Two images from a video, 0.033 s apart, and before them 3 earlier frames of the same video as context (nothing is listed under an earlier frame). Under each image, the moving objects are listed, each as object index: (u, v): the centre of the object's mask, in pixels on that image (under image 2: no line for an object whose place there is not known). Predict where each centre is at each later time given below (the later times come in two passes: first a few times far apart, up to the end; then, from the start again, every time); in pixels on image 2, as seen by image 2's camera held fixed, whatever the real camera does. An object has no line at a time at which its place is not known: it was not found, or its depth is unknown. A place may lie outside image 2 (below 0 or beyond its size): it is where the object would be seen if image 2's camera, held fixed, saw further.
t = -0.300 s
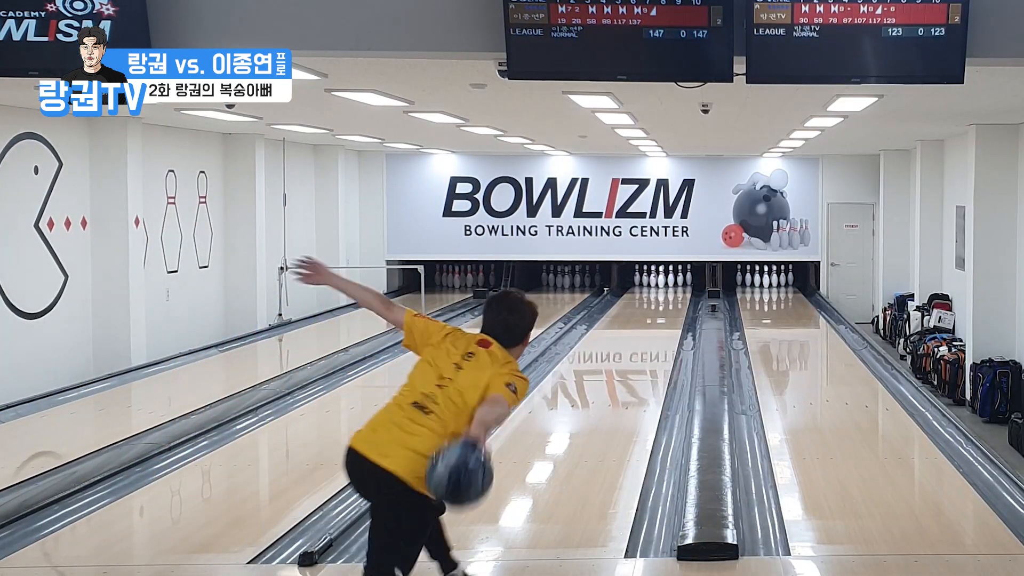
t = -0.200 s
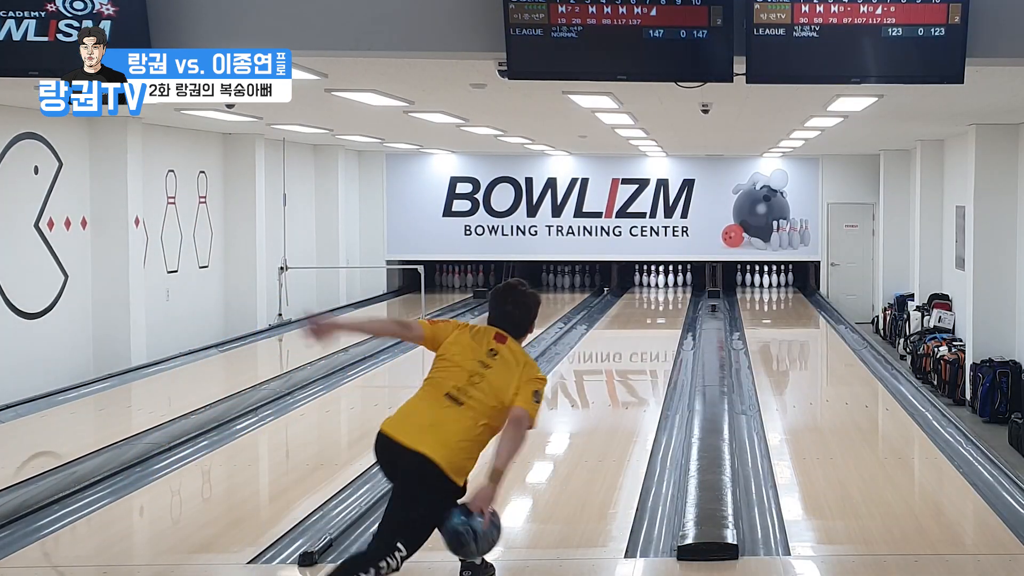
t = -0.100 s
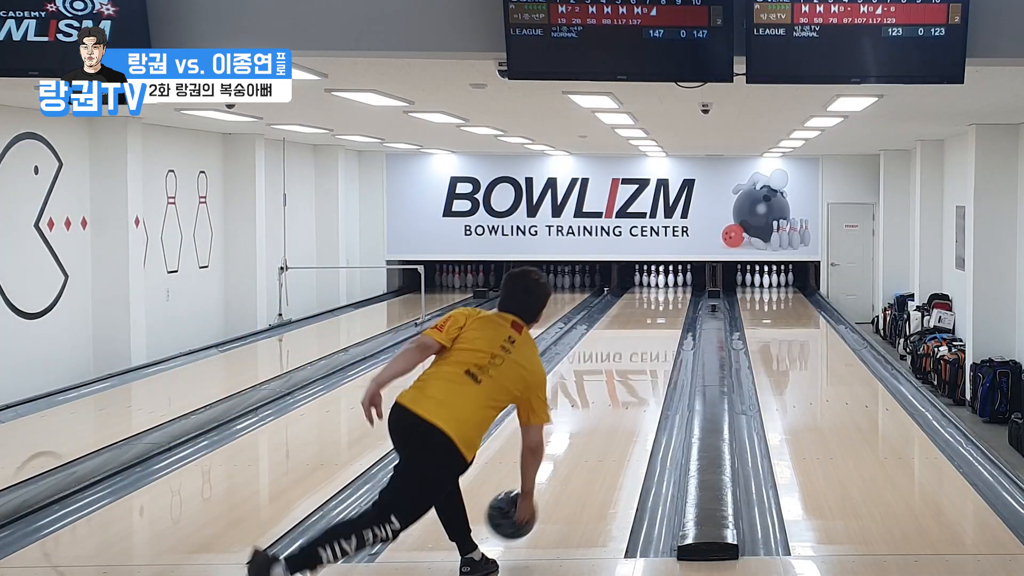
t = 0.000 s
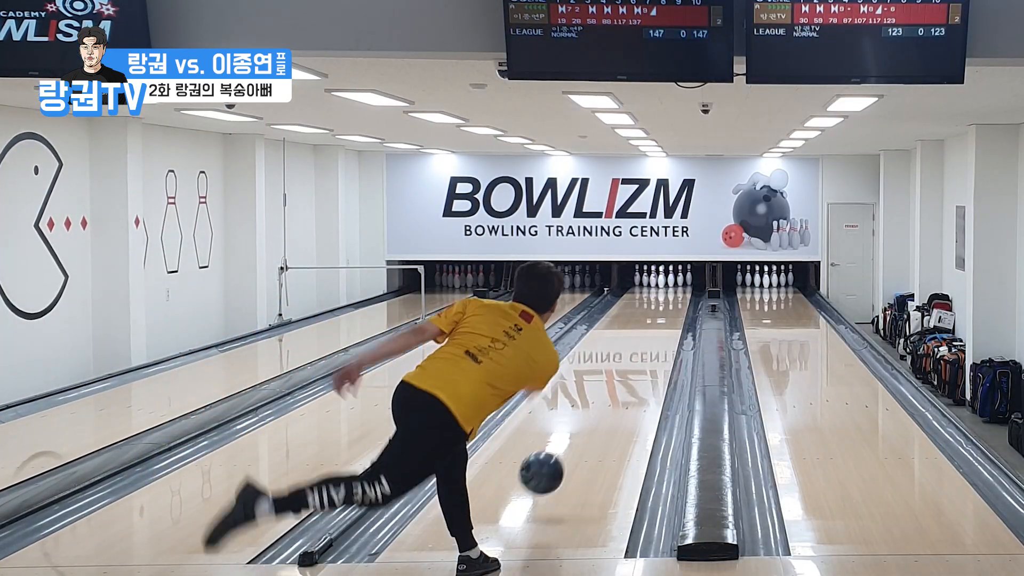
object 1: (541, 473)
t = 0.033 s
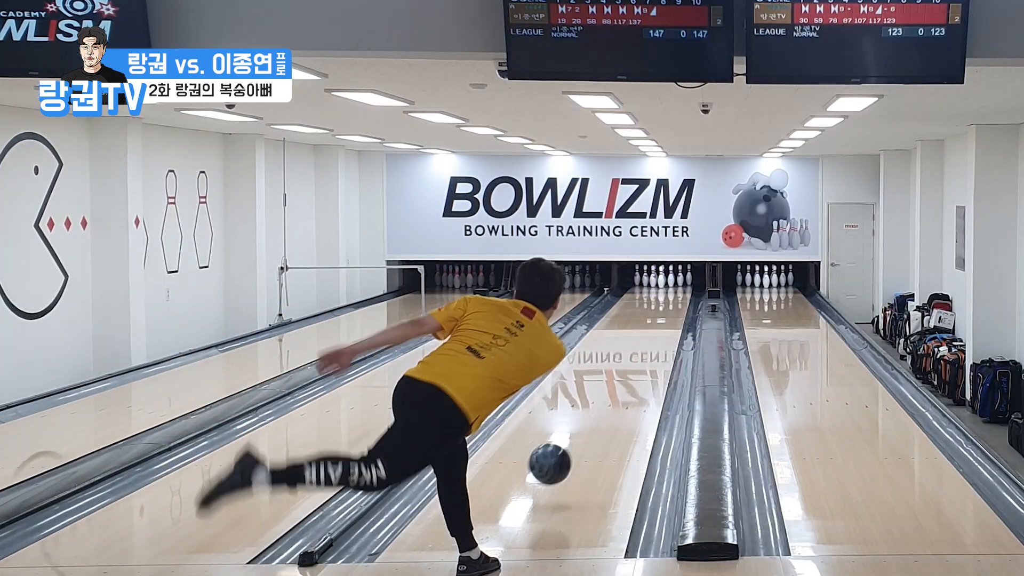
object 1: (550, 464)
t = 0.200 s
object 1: (582, 438)
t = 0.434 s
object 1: (614, 394)
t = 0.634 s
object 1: (632, 368)
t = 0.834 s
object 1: (645, 347)
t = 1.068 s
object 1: (657, 329)
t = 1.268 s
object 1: (664, 318)
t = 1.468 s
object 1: (669, 308)
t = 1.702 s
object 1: (672, 297)
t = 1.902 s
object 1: (673, 291)
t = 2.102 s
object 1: (670, 286)
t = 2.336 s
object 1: (668, 281)
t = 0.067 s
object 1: (557, 457)
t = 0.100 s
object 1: (565, 454)
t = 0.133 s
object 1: (571, 453)
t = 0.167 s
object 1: (577, 446)
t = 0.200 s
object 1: (582, 438)
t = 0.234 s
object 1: (588, 431)
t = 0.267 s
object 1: (593, 424)
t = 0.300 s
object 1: (598, 418)
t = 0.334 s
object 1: (602, 411)
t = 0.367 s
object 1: (606, 405)
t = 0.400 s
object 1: (610, 400)
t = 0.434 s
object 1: (614, 394)
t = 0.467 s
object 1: (617, 390)
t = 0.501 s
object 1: (620, 385)
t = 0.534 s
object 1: (623, 380)
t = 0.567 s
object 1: (626, 376)
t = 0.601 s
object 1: (629, 372)
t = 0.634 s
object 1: (632, 368)
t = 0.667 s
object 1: (634, 364)
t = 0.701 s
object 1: (637, 360)
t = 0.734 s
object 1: (639, 357)
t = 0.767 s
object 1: (641, 354)
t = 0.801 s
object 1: (643, 351)
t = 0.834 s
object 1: (645, 347)
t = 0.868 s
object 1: (647, 344)
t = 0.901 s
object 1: (649, 342)
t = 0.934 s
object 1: (651, 339)
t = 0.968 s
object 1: (652, 336)
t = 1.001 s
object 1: (654, 334)
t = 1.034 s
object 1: (655, 331)
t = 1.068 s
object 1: (657, 329)
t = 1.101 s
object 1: (657, 327)
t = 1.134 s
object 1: (659, 325)
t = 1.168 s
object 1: (660, 323)
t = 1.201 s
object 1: (662, 321)
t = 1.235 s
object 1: (662, 319)
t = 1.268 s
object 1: (664, 318)
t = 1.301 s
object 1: (665, 315)
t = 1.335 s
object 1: (666, 314)
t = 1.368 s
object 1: (666, 313)
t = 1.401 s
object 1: (667, 311)
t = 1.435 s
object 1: (668, 309)
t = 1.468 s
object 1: (669, 308)
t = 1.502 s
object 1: (670, 307)
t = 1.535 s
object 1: (670, 304)
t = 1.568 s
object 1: (671, 303)
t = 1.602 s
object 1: (671, 302)
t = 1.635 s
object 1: (672, 301)
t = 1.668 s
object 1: (672, 299)
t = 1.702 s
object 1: (672, 297)
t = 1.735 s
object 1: (673, 296)
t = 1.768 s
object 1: (673, 295)
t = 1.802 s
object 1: (674, 294)
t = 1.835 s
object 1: (673, 293)
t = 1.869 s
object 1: (673, 292)
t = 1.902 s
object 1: (673, 291)
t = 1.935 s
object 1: (672, 290)
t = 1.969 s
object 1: (672, 289)
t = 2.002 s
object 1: (671, 288)
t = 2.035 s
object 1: (671, 287)
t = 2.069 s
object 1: (670, 287)
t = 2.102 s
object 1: (670, 286)
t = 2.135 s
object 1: (670, 285)
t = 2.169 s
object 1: (668, 284)
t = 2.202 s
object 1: (667, 283)
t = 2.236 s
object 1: (667, 283)
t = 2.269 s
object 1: (668, 282)
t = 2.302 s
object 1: (667, 281)
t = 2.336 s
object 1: (668, 281)
